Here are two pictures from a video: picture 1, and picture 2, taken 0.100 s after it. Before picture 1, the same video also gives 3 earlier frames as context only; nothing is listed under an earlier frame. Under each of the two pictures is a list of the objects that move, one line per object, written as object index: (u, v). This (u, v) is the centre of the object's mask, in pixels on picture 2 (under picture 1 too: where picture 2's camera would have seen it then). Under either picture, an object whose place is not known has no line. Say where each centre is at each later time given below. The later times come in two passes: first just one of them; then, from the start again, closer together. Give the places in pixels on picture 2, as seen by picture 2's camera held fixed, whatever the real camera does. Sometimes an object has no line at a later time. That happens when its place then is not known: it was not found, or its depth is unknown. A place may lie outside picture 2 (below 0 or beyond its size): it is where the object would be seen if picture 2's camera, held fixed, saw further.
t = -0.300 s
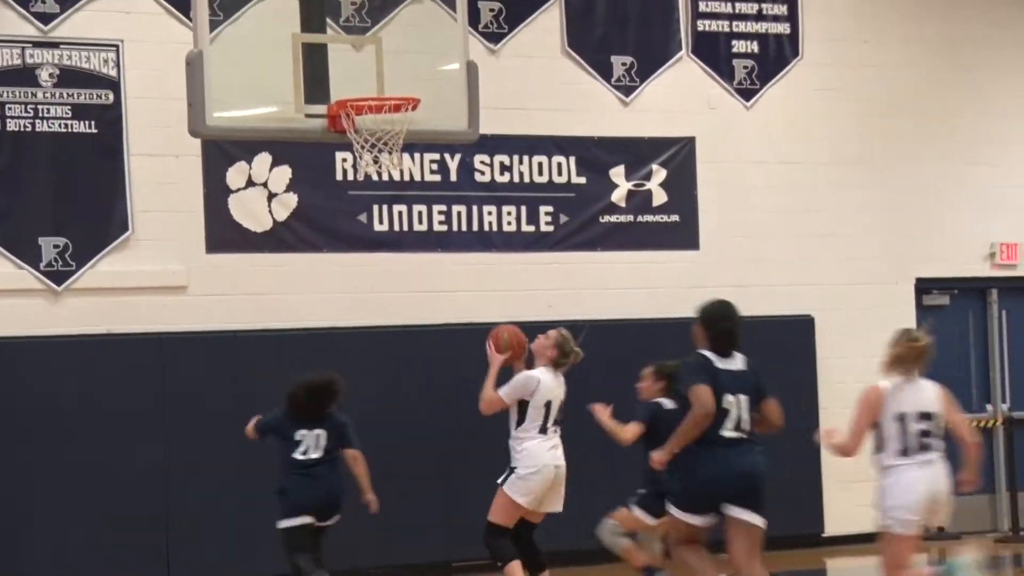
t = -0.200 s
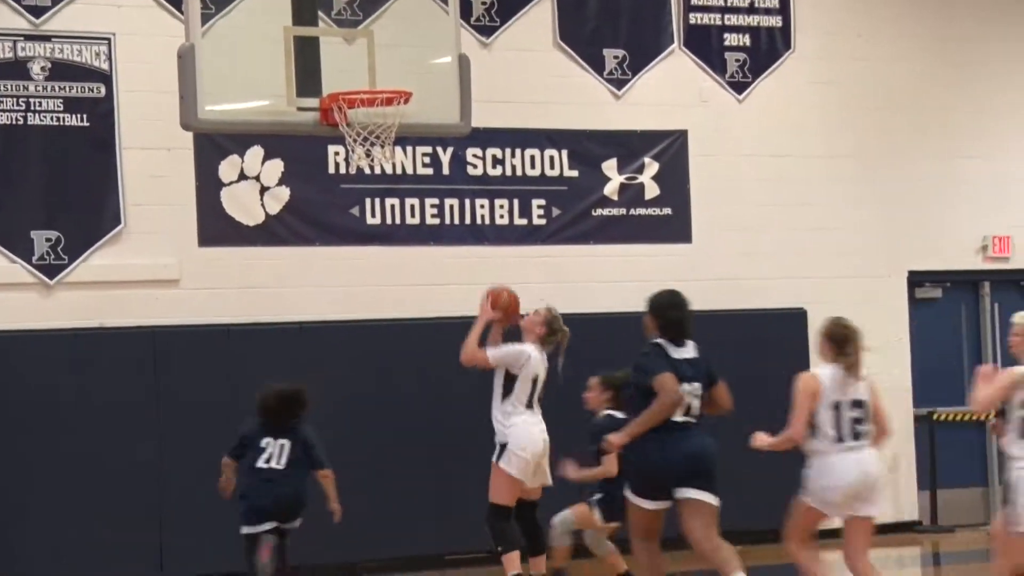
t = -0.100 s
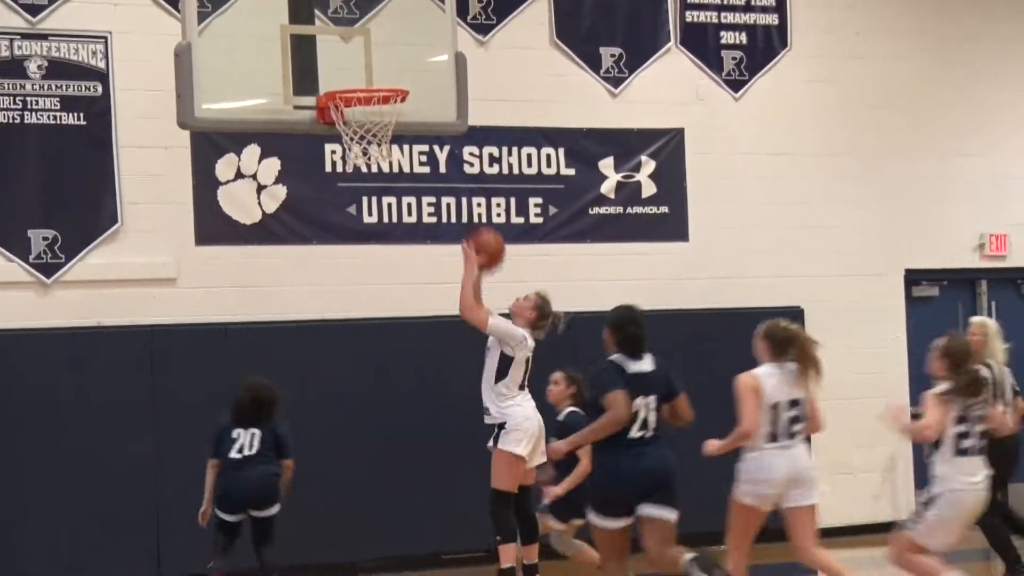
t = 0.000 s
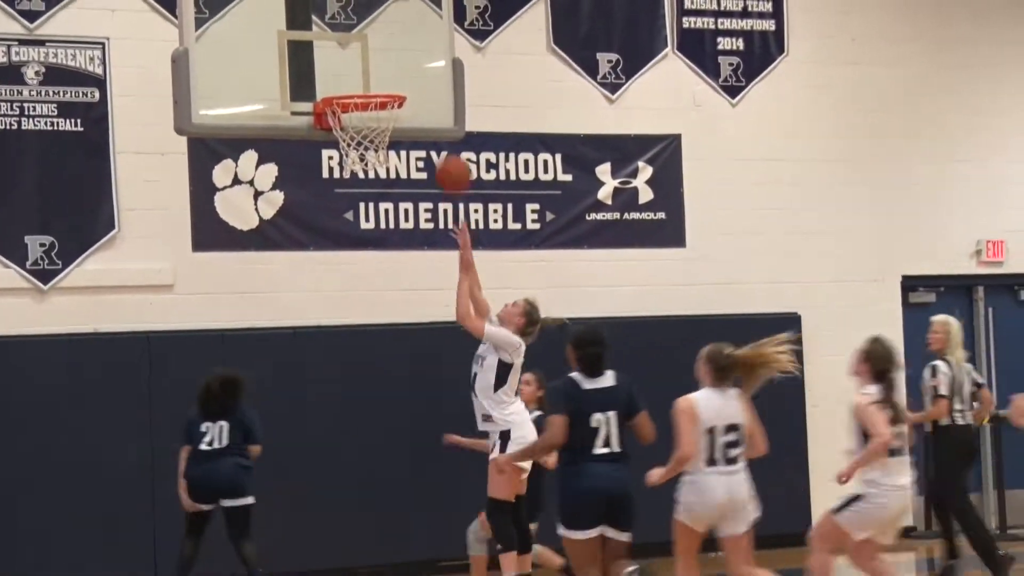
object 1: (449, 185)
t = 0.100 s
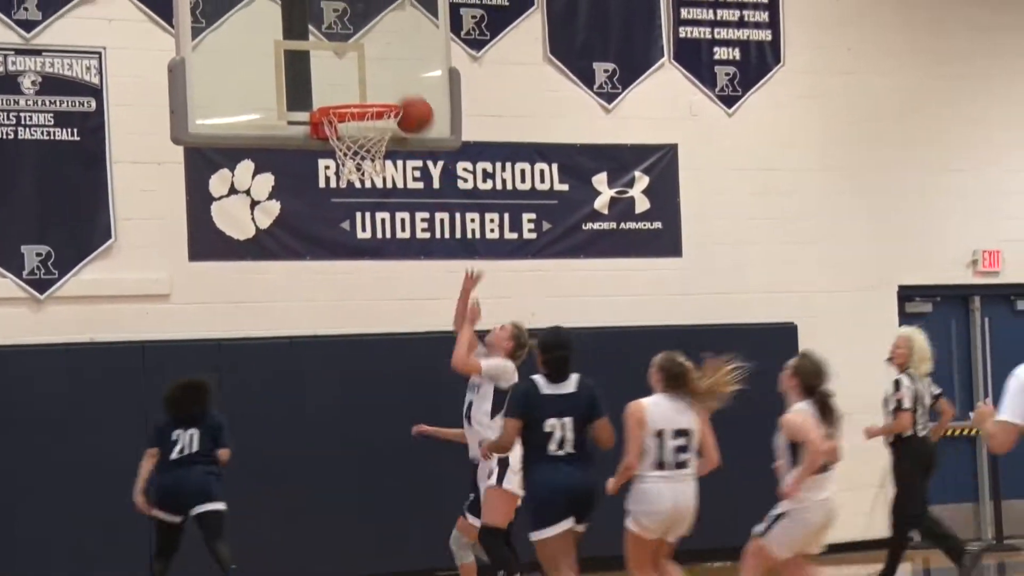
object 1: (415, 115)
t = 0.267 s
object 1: (387, 58)
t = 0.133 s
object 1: (403, 93)
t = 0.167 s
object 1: (391, 78)
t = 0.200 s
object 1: (389, 70)
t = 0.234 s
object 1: (388, 63)
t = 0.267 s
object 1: (387, 58)
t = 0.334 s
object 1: (384, 54)
